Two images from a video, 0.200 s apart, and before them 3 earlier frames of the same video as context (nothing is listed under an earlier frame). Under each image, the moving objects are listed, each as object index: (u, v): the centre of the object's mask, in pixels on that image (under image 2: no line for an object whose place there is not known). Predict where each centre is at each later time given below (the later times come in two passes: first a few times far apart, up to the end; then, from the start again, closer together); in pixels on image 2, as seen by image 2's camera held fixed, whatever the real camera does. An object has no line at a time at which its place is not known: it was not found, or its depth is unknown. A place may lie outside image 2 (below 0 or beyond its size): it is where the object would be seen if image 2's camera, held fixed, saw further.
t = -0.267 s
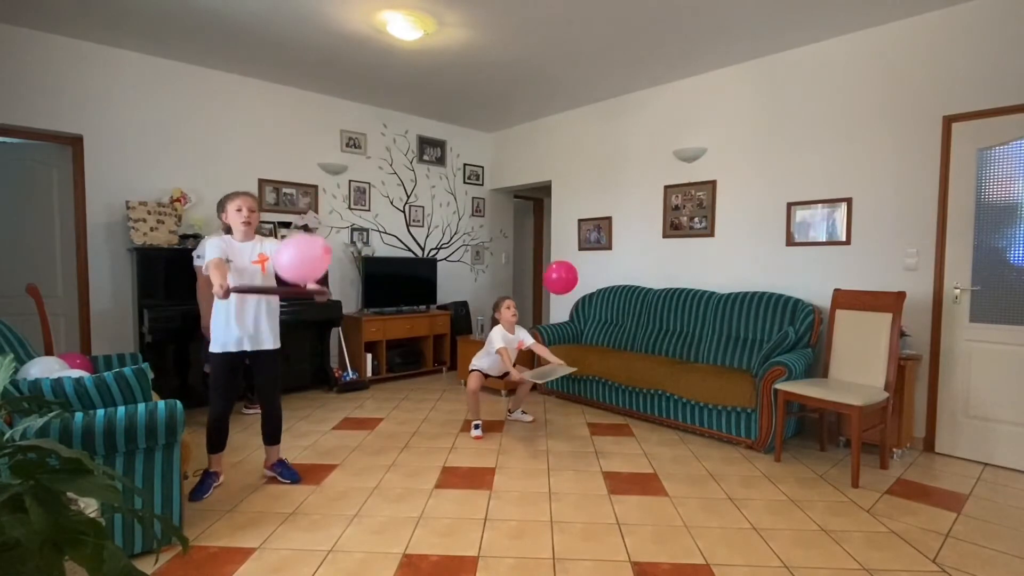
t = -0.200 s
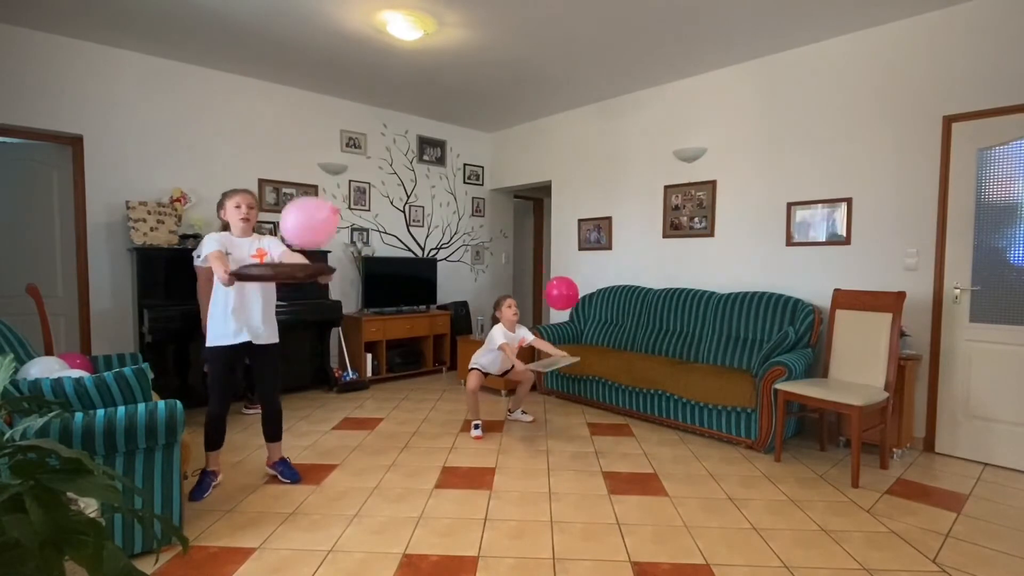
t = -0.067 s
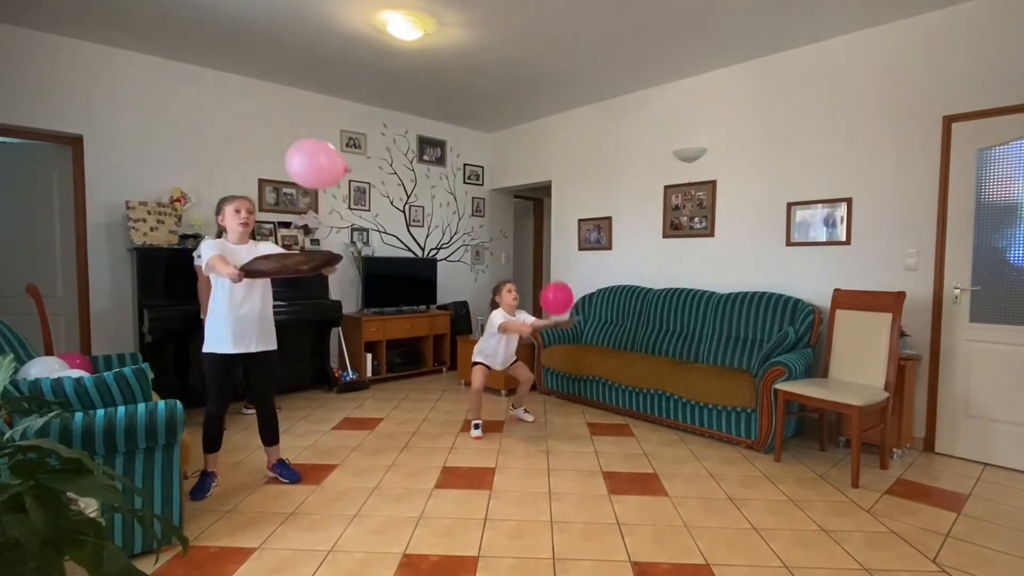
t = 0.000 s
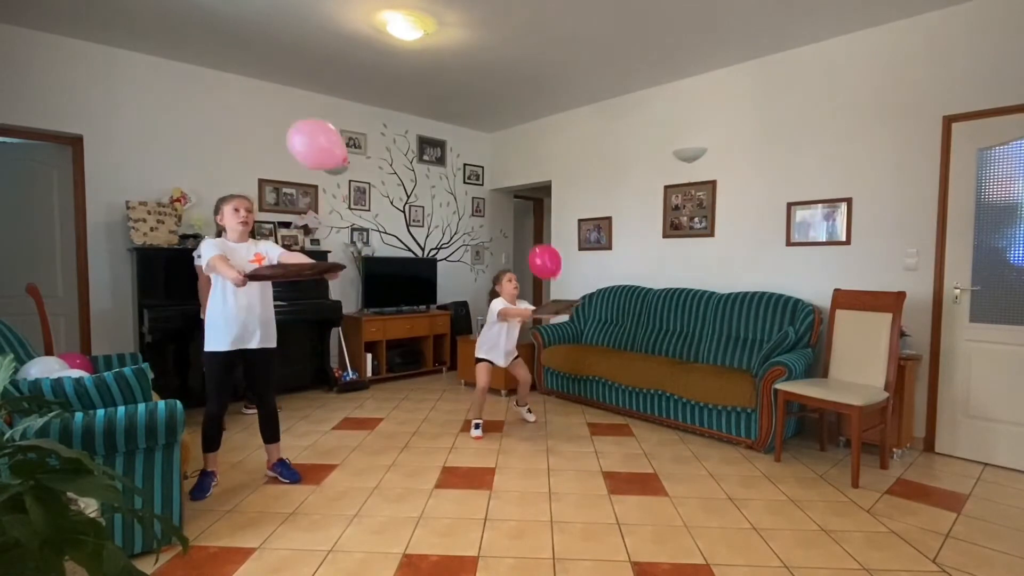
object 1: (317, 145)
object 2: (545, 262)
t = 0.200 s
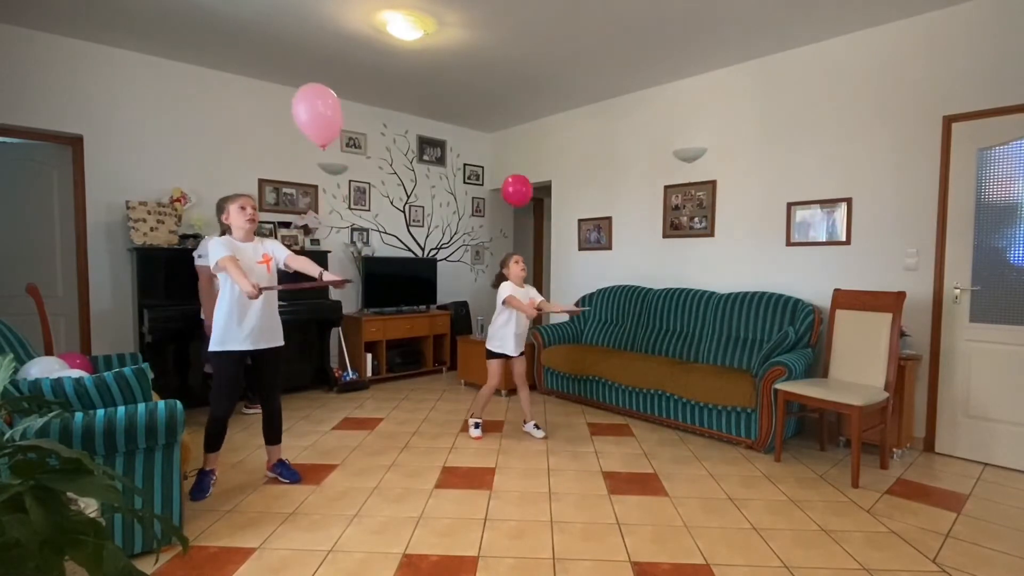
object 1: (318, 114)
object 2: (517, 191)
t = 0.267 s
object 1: (317, 110)
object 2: (508, 180)
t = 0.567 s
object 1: (313, 121)
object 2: (484, 168)
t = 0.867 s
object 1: (310, 167)
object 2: (467, 187)
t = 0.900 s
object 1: (309, 174)
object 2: (466, 191)
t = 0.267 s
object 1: (317, 110)
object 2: (508, 180)
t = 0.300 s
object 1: (317, 110)
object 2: (504, 175)
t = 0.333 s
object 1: (317, 110)
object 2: (501, 172)
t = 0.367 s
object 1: (316, 110)
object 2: (498, 171)
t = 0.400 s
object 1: (316, 111)
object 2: (495, 170)
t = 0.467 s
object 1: (315, 113)
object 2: (490, 168)
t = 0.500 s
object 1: (314, 115)
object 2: (488, 168)
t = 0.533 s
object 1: (313, 118)
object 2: (486, 168)
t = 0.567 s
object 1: (313, 121)
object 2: (484, 168)
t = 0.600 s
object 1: (313, 124)
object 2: (482, 169)
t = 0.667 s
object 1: (312, 132)
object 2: (477, 170)
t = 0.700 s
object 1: (312, 137)
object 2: (475, 172)
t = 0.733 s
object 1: (311, 142)
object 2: (473, 175)
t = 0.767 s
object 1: (311, 148)
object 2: (471, 178)
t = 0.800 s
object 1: (310, 153)
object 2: (470, 180)
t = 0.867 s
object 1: (310, 167)
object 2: (467, 187)
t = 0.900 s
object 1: (309, 174)
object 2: (466, 191)
